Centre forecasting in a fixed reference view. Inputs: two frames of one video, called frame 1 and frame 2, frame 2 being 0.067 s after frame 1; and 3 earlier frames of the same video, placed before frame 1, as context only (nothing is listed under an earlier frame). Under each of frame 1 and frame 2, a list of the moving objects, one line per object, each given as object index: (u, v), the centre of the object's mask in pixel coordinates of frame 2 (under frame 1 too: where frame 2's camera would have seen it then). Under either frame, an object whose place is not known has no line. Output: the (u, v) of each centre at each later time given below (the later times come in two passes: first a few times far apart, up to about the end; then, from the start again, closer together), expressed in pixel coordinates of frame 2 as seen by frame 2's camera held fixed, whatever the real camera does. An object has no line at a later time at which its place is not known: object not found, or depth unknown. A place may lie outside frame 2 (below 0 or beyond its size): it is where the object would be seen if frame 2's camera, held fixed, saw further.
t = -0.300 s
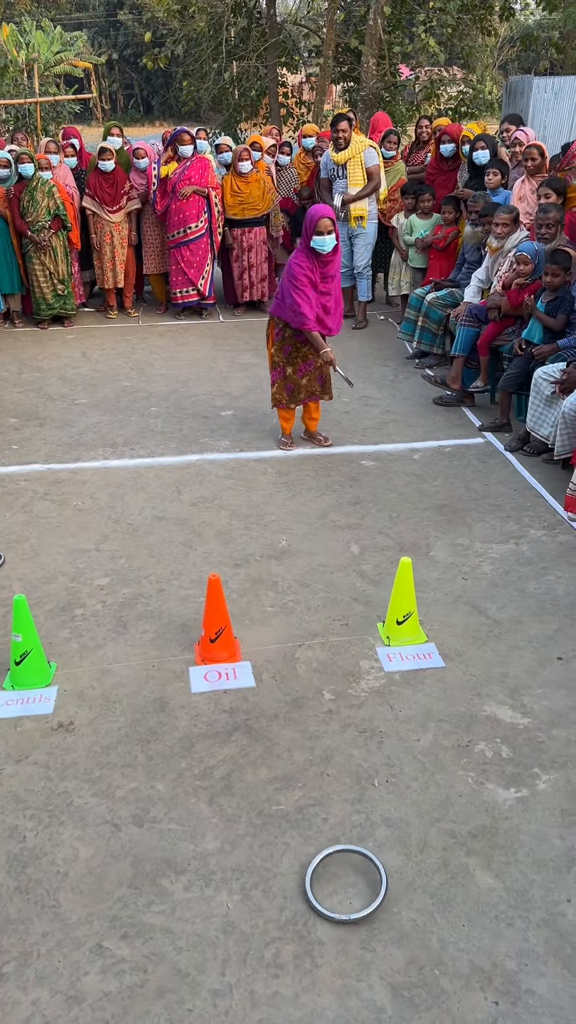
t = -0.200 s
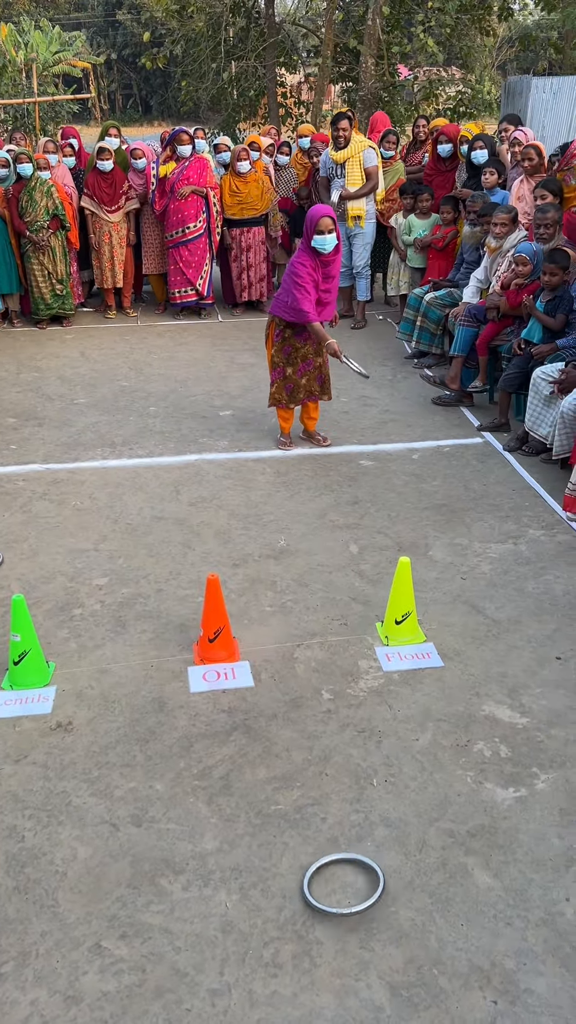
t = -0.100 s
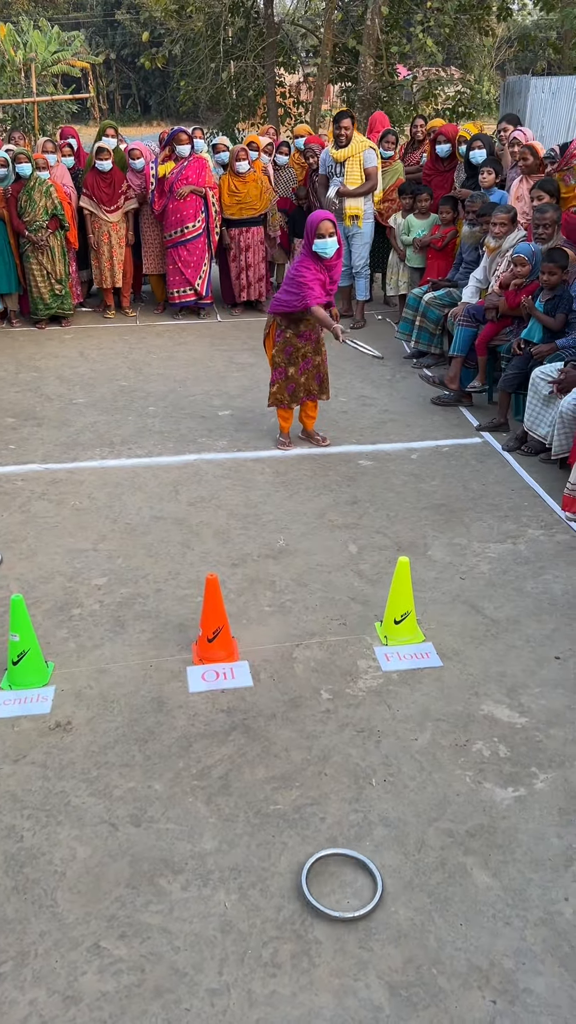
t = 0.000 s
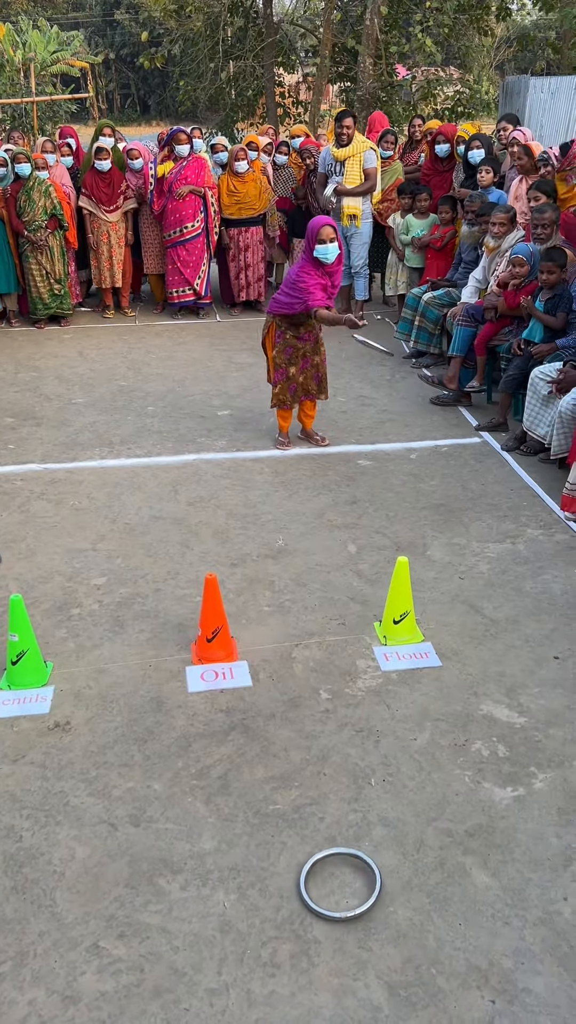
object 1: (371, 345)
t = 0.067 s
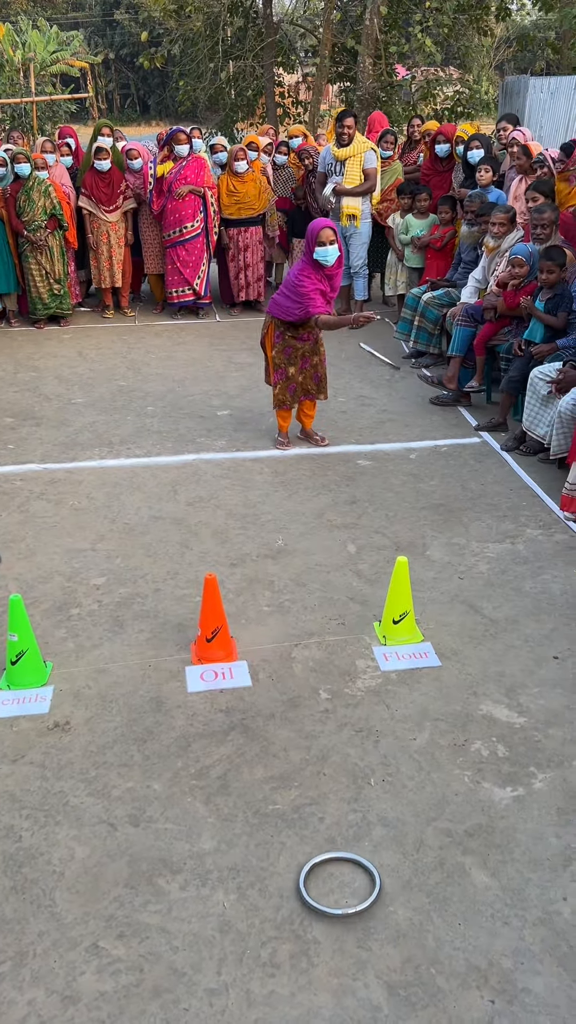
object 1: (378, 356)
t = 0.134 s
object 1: (385, 379)
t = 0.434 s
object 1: (432, 628)
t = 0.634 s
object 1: (488, 704)
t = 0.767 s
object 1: (530, 753)
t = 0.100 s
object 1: (381, 366)
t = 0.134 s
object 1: (385, 379)
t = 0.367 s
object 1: (412, 566)
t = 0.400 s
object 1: (421, 596)
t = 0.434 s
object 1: (432, 628)
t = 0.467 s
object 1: (441, 655)
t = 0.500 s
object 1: (450, 660)
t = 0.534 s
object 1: (460, 666)
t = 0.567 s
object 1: (469, 676)
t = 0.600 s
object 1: (478, 689)
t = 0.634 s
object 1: (488, 704)
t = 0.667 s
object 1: (498, 724)
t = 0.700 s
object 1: (513, 727)
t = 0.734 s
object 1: (529, 730)
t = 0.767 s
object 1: (530, 753)
